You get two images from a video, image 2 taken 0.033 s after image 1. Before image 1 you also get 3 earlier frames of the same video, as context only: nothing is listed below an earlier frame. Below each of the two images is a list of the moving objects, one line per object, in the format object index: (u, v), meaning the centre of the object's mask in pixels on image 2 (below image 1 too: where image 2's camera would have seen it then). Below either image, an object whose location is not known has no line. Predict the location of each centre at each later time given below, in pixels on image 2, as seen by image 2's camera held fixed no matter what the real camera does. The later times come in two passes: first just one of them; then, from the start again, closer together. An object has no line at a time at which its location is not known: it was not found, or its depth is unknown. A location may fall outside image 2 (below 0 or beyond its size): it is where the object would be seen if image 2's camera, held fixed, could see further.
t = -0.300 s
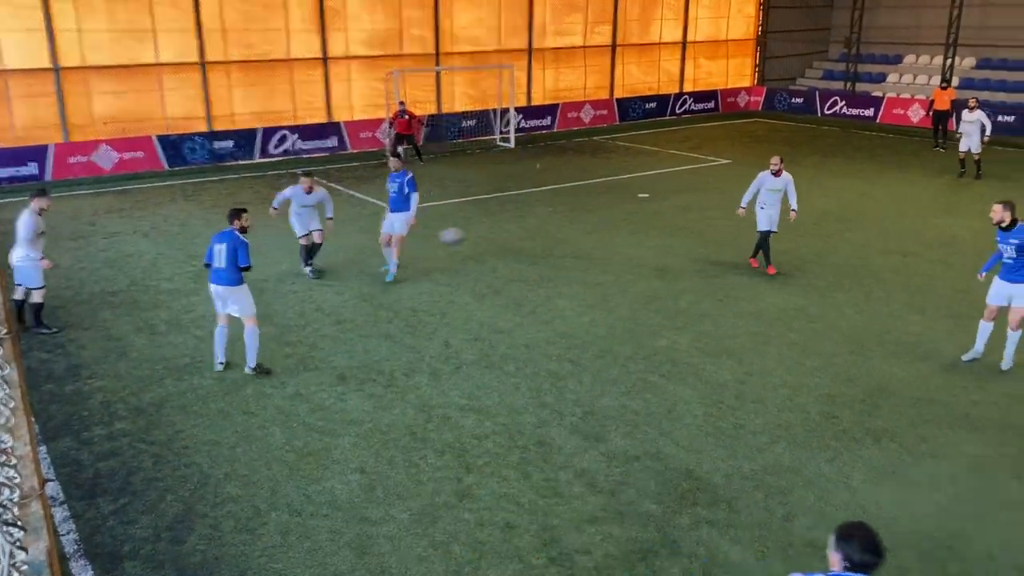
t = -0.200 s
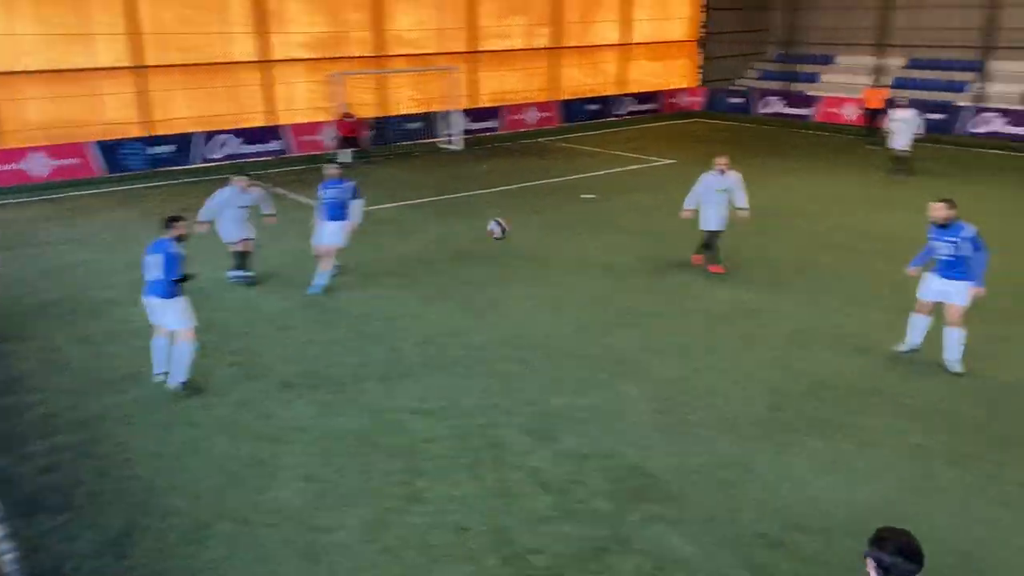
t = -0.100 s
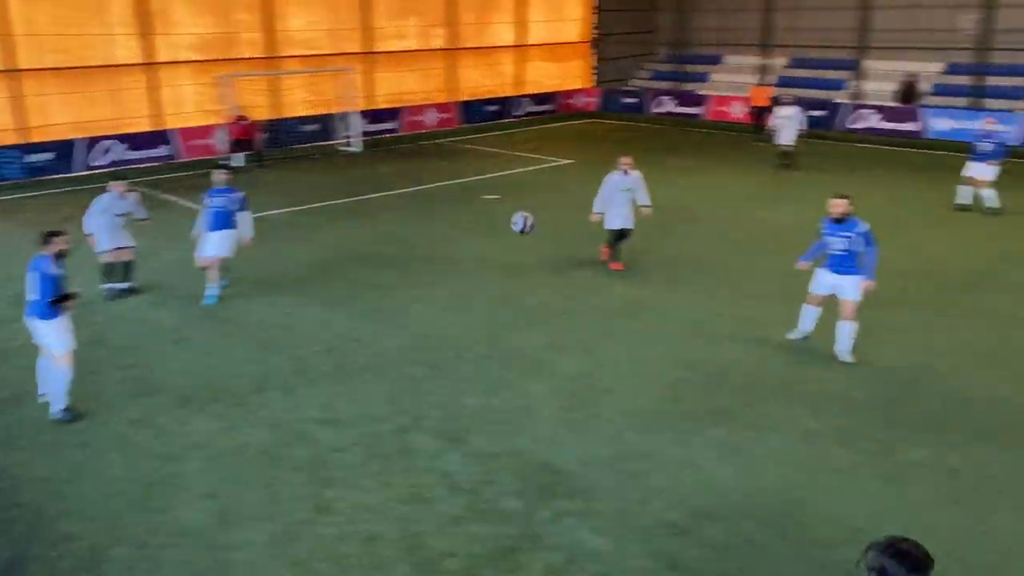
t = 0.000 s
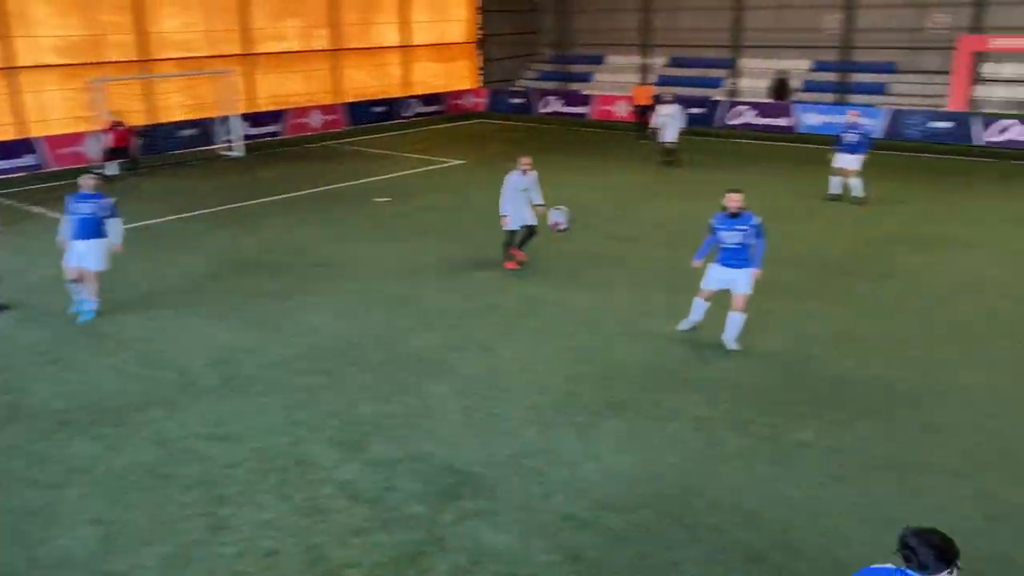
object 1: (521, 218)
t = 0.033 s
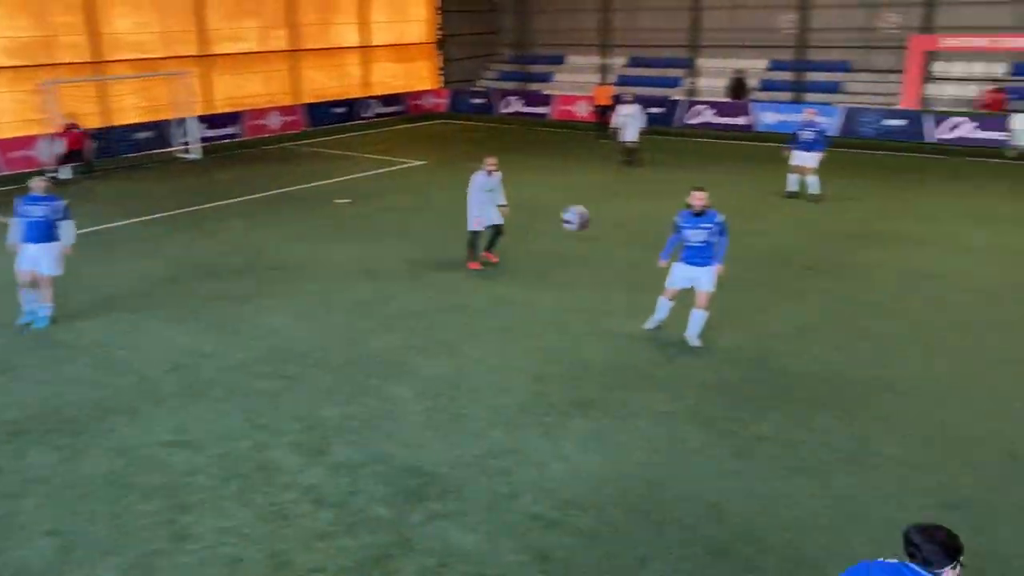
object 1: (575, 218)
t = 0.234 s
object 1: (950, 237)
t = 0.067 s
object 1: (630, 218)
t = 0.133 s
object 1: (750, 220)
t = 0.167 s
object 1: (813, 225)
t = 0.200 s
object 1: (879, 230)
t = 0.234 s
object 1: (950, 237)
